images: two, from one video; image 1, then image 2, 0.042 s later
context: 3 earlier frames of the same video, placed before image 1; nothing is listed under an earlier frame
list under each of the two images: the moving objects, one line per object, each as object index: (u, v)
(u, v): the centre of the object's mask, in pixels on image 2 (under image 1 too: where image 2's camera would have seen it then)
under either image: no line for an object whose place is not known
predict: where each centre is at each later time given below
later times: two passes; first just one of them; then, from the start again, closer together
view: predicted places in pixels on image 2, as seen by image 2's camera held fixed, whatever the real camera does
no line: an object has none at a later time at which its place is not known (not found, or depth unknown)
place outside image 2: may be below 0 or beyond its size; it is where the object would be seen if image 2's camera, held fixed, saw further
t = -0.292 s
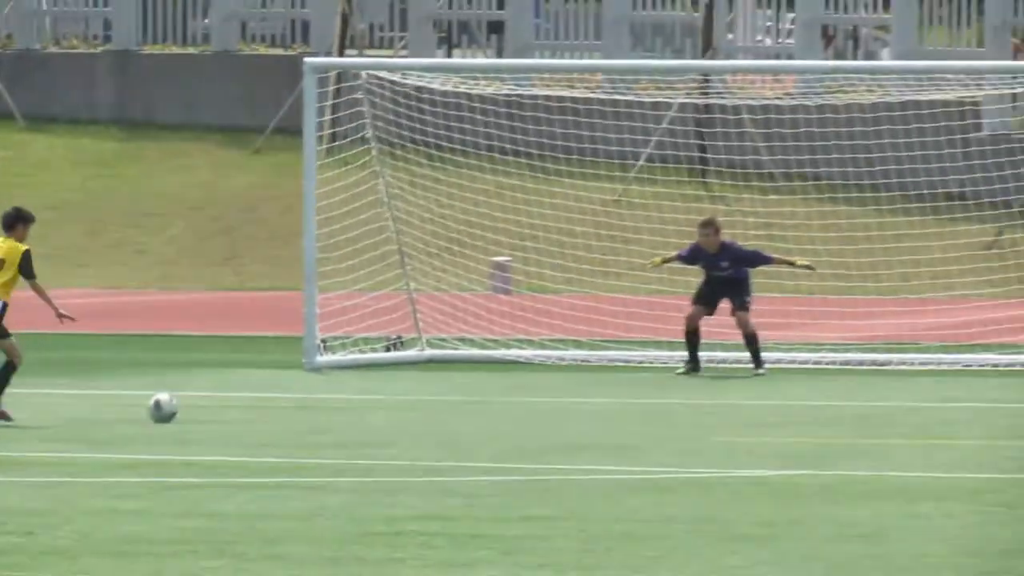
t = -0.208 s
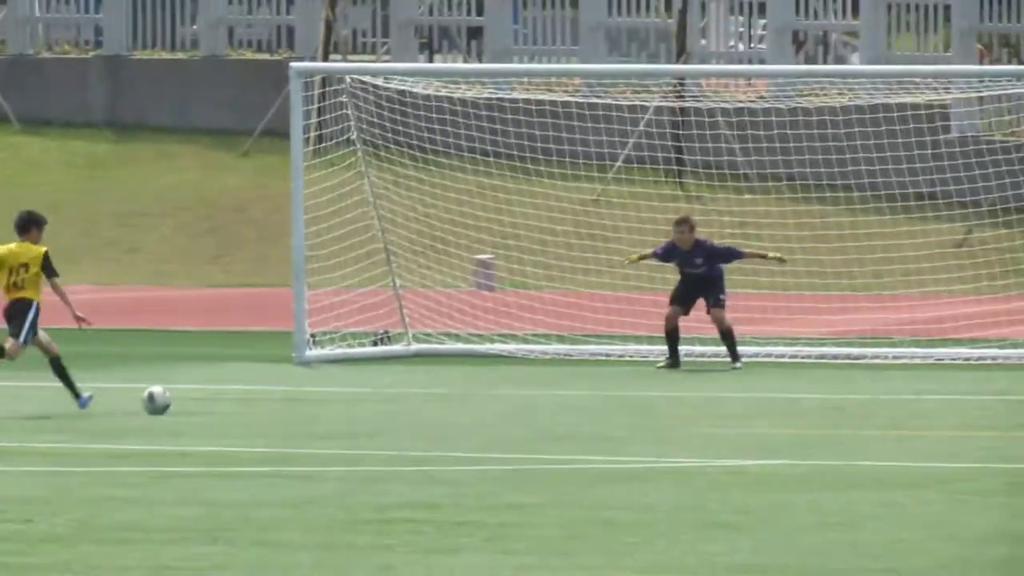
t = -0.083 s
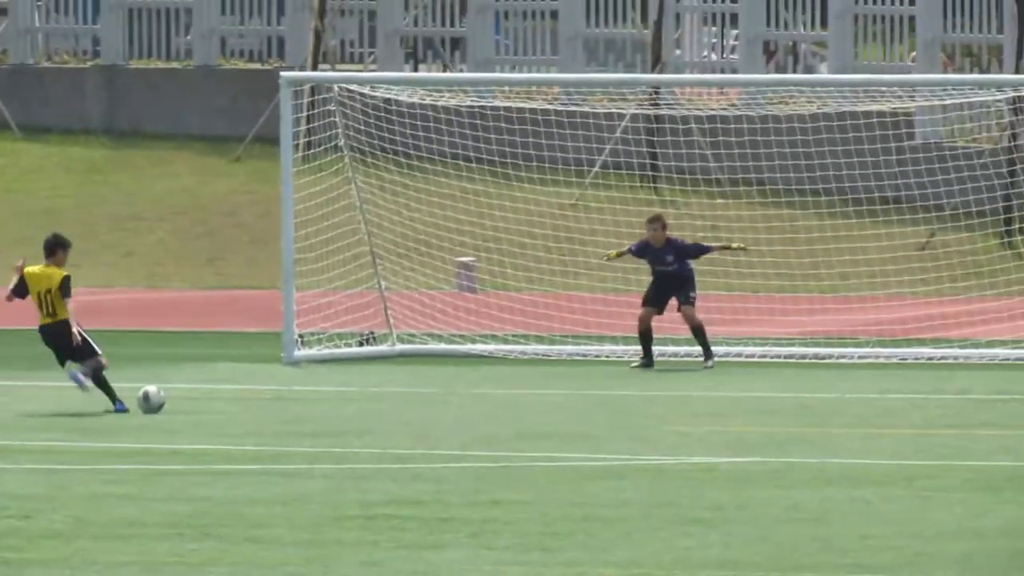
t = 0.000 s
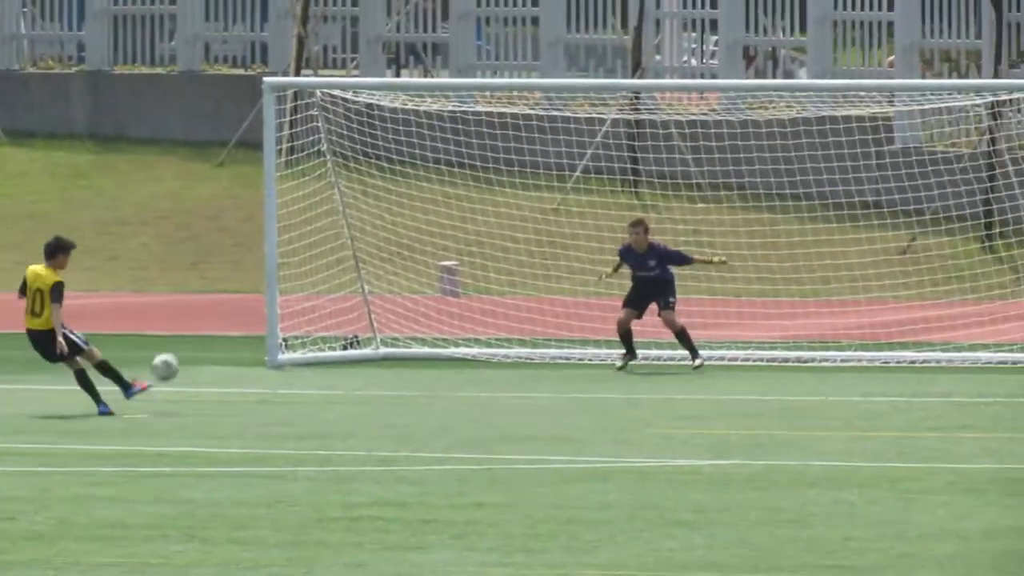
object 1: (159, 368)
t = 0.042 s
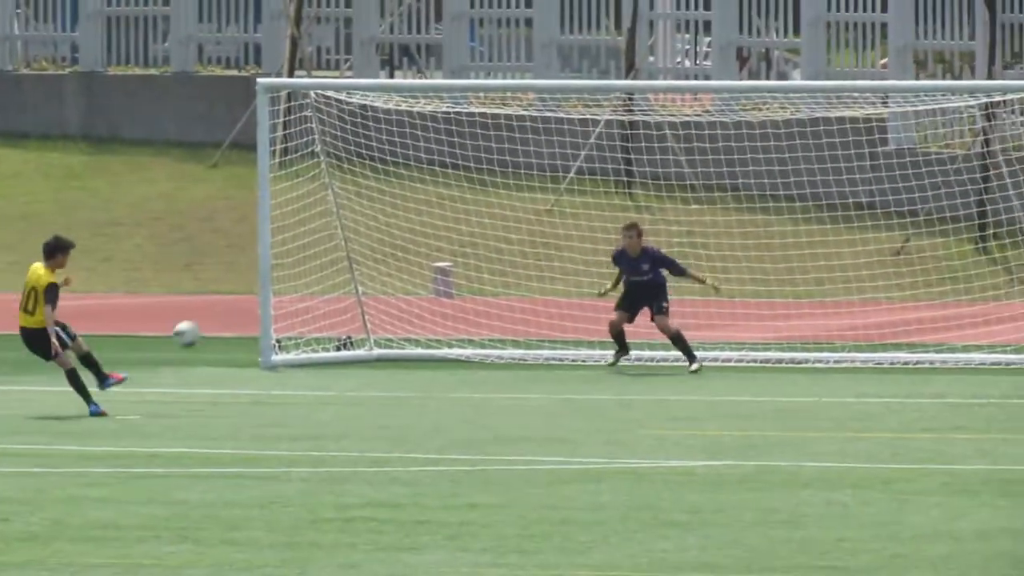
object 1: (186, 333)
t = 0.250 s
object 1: (303, 206)
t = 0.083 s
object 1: (212, 303)
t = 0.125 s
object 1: (239, 273)
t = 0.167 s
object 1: (262, 249)
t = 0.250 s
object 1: (303, 206)
